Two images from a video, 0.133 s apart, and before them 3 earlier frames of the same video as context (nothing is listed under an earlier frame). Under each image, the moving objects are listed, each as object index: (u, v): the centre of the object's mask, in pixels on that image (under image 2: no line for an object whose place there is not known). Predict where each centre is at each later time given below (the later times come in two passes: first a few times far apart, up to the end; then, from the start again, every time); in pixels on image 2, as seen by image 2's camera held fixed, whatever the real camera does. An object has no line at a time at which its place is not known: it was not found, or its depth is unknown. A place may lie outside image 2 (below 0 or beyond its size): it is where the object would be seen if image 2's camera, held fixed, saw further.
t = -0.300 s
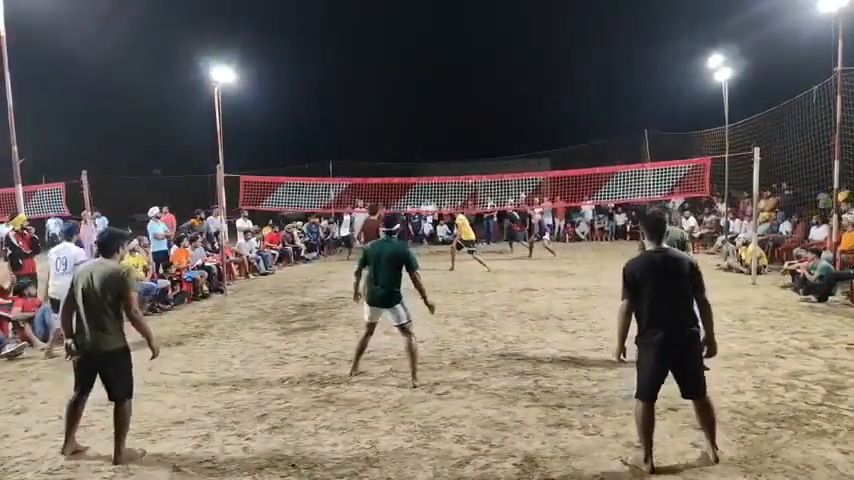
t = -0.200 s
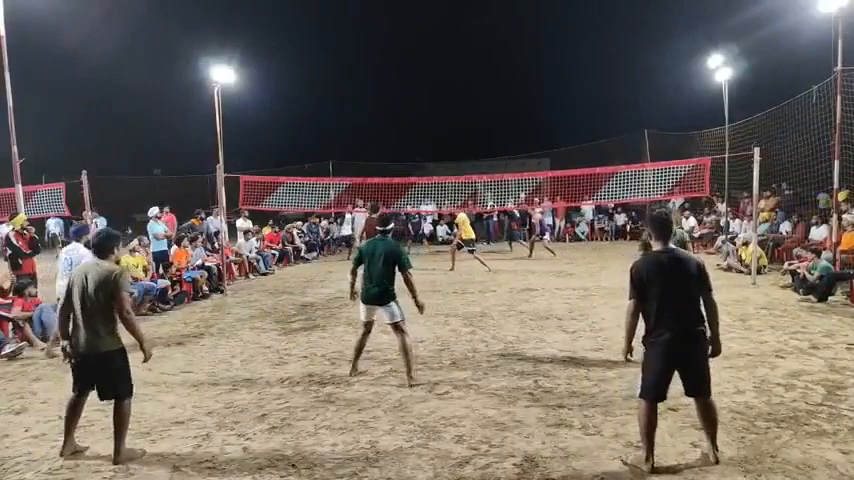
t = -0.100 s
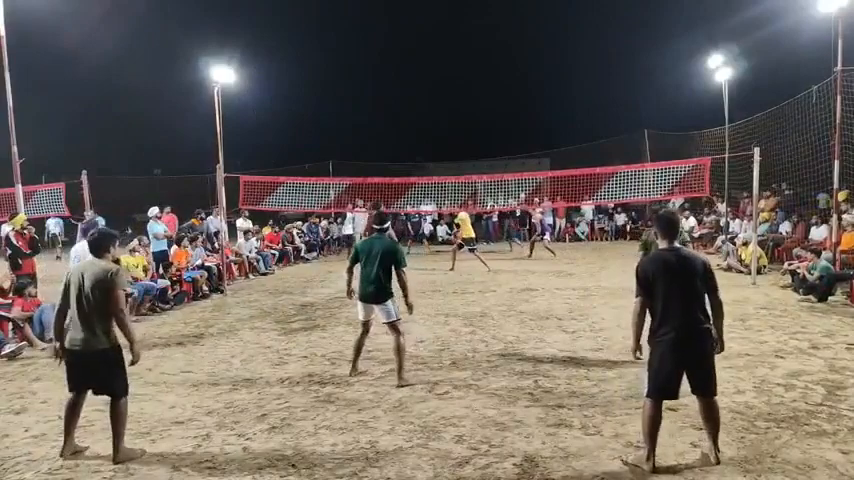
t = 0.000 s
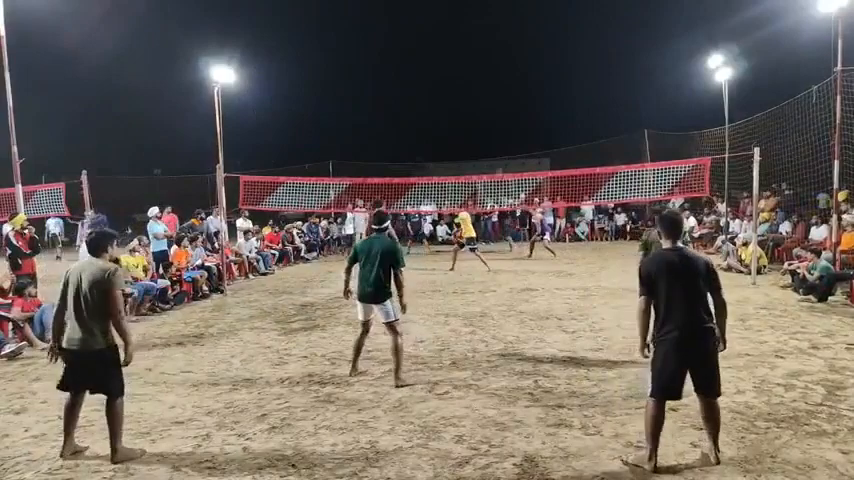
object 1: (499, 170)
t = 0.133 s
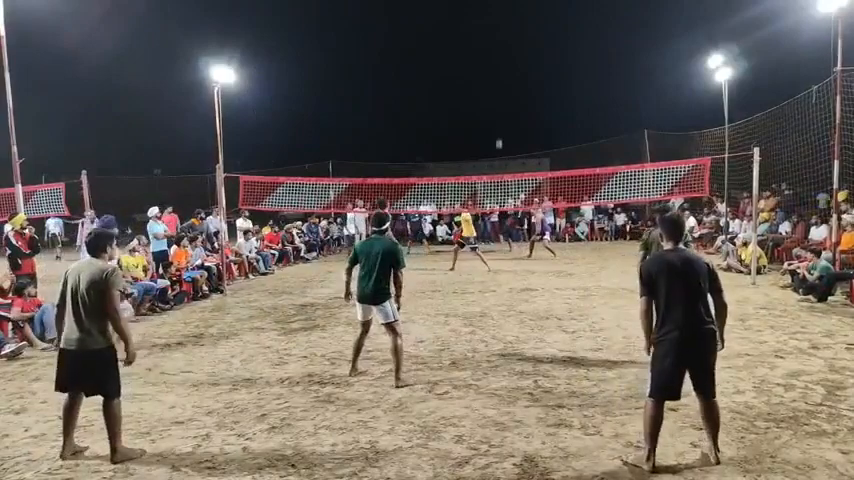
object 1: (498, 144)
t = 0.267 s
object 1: (499, 118)
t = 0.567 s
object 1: (503, 73)
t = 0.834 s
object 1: (512, 60)
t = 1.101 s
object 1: (529, 92)
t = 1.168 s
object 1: (535, 112)
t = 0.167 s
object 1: (499, 137)
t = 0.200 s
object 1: (498, 131)
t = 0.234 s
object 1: (498, 124)
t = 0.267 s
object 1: (499, 118)
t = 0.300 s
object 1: (499, 111)
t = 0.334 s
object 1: (499, 106)
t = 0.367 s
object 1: (499, 100)
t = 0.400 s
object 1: (500, 95)
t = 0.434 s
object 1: (500, 90)
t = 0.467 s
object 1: (501, 86)
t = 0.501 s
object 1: (502, 81)
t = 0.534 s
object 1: (502, 77)
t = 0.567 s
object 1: (503, 73)
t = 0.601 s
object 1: (504, 70)
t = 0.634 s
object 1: (505, 67)
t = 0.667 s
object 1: (505, 64)
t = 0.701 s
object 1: (506, 62)
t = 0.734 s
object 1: (508, 60)
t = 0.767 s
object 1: (509, 60)
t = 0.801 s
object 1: (510, 59)
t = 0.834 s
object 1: (512, 60)
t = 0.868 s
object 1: (513, 61)
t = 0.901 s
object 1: (515, 62)
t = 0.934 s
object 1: (517, 65)
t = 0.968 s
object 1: (519, 69)
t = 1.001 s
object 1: (521, 73)
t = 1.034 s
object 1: (523, 78)
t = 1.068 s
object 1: (526, 85)
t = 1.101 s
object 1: (529, 92)
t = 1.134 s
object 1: (532, 101)
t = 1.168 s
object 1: (535, 112)
